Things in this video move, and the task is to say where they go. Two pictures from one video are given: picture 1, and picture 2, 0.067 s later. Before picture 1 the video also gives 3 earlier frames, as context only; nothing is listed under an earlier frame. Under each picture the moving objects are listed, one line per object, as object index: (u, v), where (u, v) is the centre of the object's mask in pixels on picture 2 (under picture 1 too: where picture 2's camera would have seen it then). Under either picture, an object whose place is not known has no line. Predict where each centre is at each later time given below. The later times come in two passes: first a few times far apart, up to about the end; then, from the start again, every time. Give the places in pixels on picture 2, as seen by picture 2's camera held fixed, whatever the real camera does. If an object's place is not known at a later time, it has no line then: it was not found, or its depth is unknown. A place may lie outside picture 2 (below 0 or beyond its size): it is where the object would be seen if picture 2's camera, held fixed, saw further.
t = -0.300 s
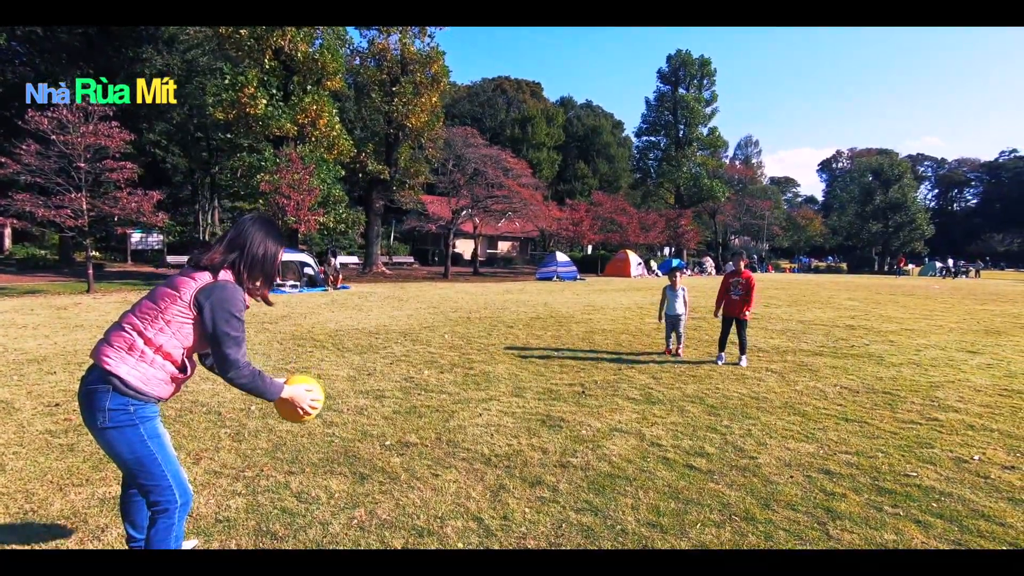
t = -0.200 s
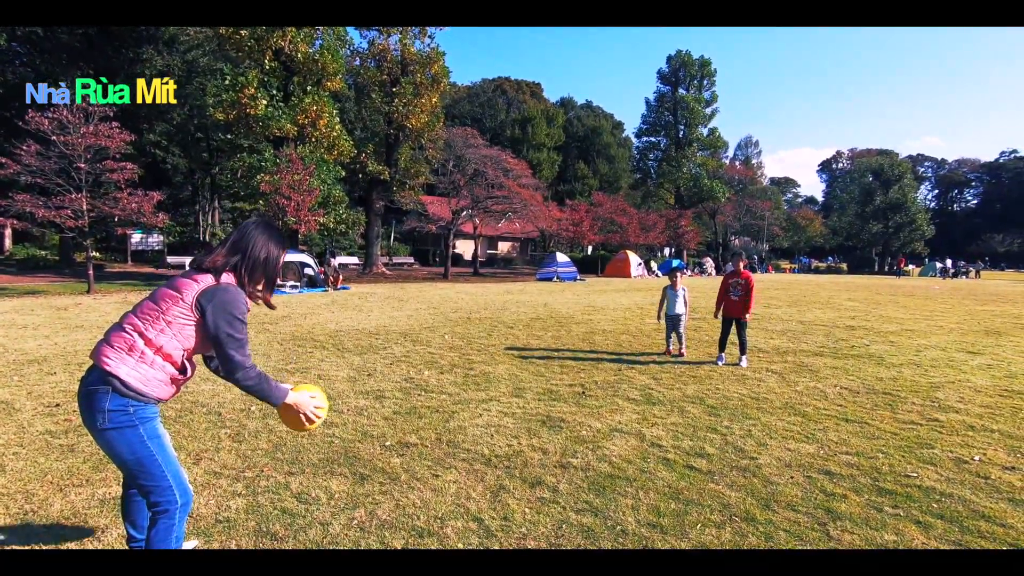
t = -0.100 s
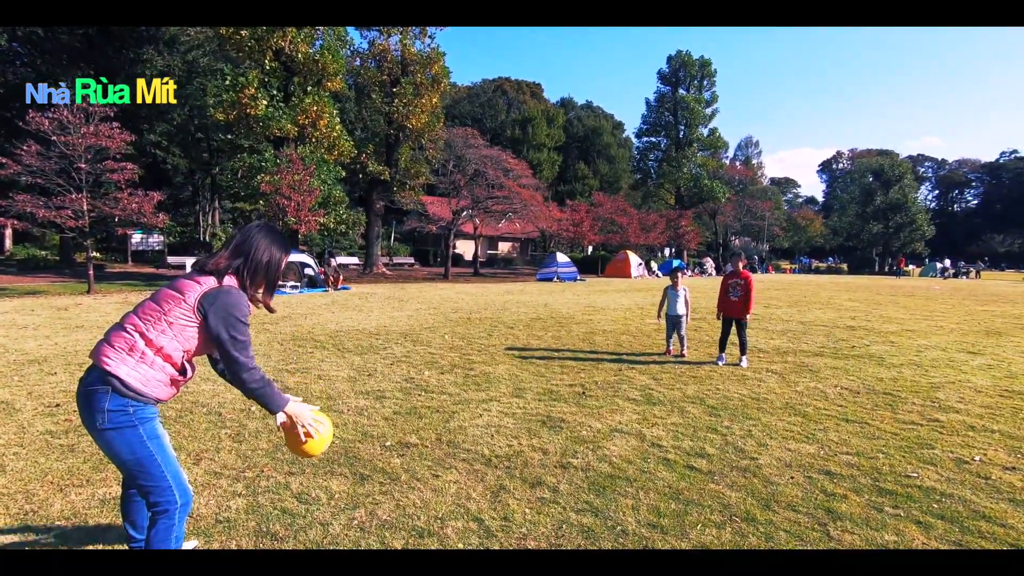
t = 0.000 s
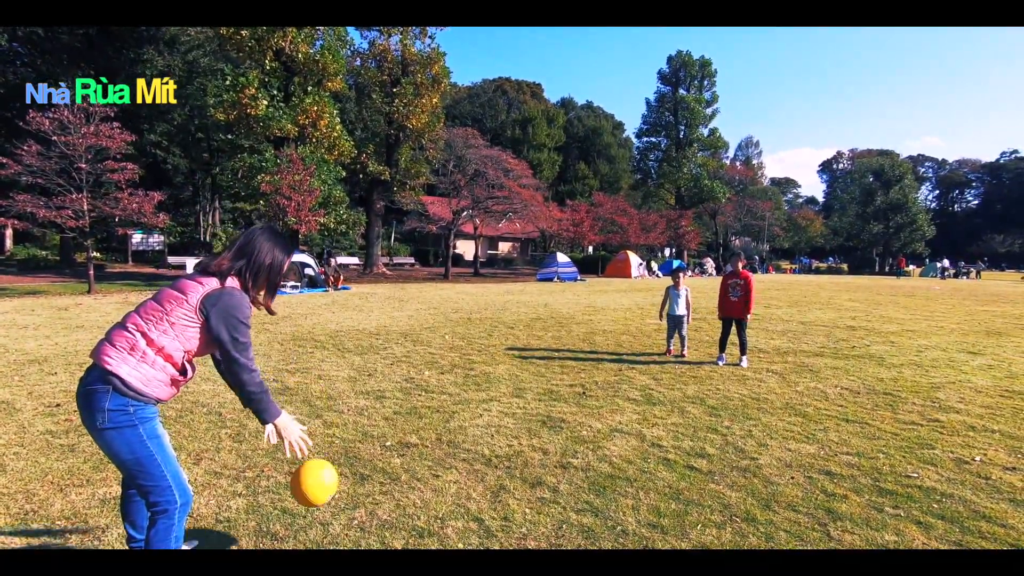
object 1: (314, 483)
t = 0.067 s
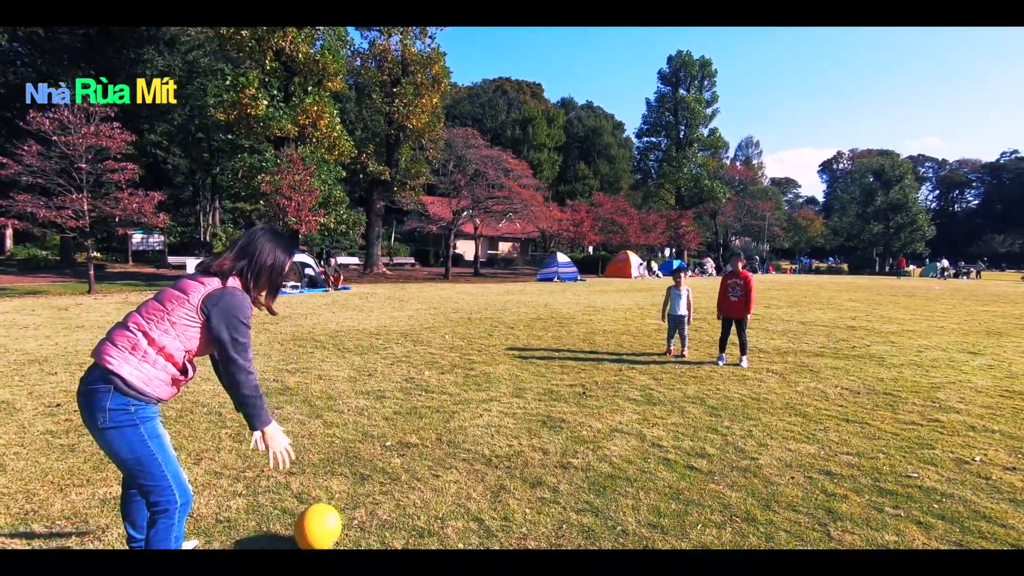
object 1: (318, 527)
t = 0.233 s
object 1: (318, 494)
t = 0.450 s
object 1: (318, 528)
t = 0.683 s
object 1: (309, 530)
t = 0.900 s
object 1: (301, 535)
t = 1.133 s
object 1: (300, 536)
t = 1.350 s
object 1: (302, 536)
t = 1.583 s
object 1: (302, 535)
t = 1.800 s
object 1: (303, 535)
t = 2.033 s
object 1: (303, 535)
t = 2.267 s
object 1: (304, 535)
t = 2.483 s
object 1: (304, 534)
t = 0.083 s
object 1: (319, 530)
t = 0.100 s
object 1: (318, 526)
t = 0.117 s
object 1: (318, 520)
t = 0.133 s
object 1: (318, 515)
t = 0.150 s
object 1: (318, 509)
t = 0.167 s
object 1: (318, 505)
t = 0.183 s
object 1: (318, 501)
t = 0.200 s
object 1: (318, 498)
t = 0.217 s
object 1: (318, 496)
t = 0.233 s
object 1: (318, 494)
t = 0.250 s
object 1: (318, 493)
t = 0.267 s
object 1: (318, 492)
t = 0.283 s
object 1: (318, 492)
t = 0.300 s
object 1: (318, 493)
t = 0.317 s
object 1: (318, 494)
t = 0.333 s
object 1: (318, 496)
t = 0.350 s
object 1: (318, 499)
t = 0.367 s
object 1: (318, 502)
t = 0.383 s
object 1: (318, 506)
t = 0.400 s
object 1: (318, 511)
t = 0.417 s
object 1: (318, 516)
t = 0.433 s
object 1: (318, 522)
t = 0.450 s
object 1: (318, 528)
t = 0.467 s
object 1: (318, 532)
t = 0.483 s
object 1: (318, 531)
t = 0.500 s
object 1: (317, 528)
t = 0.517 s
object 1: (316, 526)
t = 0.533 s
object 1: (315, 524)
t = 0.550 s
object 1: (315, 522)
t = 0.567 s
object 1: (314, 522)
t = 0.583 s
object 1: (314, 521)
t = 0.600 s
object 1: (312, 522)
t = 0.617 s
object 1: (312, 522)
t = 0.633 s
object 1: (312, 523)
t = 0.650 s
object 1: (311, 526)
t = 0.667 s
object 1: (310, 528)
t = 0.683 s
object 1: (309, 530)
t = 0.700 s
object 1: (309, 533)
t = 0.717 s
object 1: (308, 533)
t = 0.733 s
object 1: (307, 532)
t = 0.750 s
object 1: (306, 531)
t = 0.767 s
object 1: (305, 531)
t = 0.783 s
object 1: (305, 531)
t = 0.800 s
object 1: (304, 532)
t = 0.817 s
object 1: (303, 534)
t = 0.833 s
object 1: (303, 535)
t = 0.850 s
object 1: (302, 535)
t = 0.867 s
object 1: (301, 534)
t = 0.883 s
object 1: (301, 534)
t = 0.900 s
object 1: (301, 535)
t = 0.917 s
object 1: (300, 535)
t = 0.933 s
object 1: (300, 535)
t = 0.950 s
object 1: (300, 535)
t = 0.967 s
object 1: (300, 535)
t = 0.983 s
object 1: (300, 535)
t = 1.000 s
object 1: (300, 535)
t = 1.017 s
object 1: (300, 535)
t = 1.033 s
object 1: (300, 536)
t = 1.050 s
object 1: (300, 536)
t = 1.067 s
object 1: (300, 536)
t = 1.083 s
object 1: (300, 536)
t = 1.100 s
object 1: (300, 536)
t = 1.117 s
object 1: (300, 536)
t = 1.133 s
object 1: (300, 536)
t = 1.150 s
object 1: (301, 536)
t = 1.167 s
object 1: (301, 536)
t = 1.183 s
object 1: (301, 536)
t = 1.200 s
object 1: (301, 536)
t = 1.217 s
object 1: (301, 536)
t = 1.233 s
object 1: (302, 536)
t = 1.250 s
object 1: (302, 536)
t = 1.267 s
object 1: (302, 536)
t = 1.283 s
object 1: (302, 536)
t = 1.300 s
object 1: (302, 536)
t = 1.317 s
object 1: (302, 536)
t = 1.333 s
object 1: (302, 536)
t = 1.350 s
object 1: (302, 536)
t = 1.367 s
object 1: (302, 536)
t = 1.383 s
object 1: (302, 535)
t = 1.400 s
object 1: (302, 535)
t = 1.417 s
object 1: (302, 535)
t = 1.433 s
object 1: (302, 535)
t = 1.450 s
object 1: (302, 535)
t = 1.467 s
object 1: (302, 535)
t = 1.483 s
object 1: (302, 535)
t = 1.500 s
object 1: (302, 535)
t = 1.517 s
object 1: (302, 535)
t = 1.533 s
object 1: (302, 535)
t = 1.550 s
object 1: (302, 535)
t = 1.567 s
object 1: (302, 535)
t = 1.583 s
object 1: (302, 535)
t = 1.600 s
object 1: (302, 535)
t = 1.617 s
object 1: (302, 535)
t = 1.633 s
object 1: (302, 535)
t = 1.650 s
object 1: (302, 535)
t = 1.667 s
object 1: (302, 535)
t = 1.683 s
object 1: (302, 535)
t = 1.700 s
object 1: (302, 535)
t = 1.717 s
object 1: (302, 535)
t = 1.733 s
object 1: (302, 535)
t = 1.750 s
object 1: (303, 535)
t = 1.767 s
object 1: (303, 535)
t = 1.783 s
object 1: (303, 535)
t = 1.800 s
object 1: (303, 535)
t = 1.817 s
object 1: (302, 535)
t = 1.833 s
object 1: (302, 535)
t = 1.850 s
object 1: (303, 535)
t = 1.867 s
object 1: (303, 535)
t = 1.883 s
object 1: (303, 535)
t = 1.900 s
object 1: (303, 535)
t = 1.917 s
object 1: (303, 535)
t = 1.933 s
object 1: (303, 535)
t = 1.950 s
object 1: (303, 535)
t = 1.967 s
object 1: (303, 535)
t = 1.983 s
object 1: (303, 535)
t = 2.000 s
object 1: (303, 535)
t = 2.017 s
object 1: (303, 535)
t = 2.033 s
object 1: (303, 535)
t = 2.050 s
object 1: (303, 535)
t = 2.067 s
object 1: (303, 535)
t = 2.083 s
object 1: (303, 535)
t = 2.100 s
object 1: (303, 535)
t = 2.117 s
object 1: (303, 535)
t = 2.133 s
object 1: (303, 535)
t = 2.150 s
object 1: (303, 535)
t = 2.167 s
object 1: (303, 535)
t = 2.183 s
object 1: (303, 535)
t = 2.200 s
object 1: (303, 535)
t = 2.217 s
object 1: (303, 535)
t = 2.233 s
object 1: (303, 535)
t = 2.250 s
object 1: (304, 534)
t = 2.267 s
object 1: (304, 535)
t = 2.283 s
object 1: (304, 535)
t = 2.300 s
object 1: (304, 534)
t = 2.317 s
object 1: (304, 534)
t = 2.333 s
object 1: (304, 534)
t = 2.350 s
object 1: (304, 534)
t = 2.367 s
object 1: (304, 534)
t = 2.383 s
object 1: (304, 534)
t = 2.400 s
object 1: (304, 534)
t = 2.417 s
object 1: (304, 534)
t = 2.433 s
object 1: (304, 534)
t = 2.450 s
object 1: (304, 534)
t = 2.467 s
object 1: (304, 534)
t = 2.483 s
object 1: (304, 534)
